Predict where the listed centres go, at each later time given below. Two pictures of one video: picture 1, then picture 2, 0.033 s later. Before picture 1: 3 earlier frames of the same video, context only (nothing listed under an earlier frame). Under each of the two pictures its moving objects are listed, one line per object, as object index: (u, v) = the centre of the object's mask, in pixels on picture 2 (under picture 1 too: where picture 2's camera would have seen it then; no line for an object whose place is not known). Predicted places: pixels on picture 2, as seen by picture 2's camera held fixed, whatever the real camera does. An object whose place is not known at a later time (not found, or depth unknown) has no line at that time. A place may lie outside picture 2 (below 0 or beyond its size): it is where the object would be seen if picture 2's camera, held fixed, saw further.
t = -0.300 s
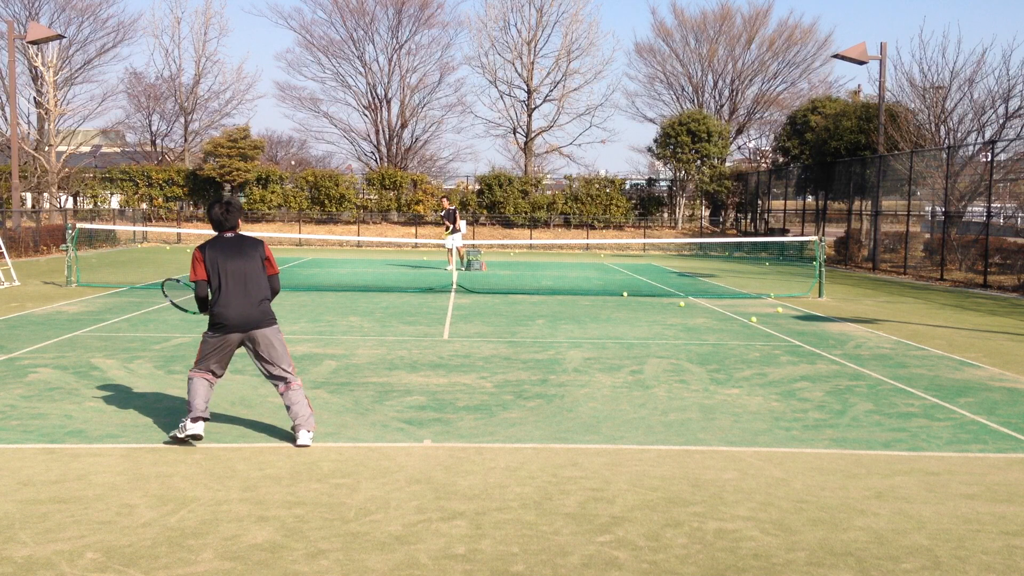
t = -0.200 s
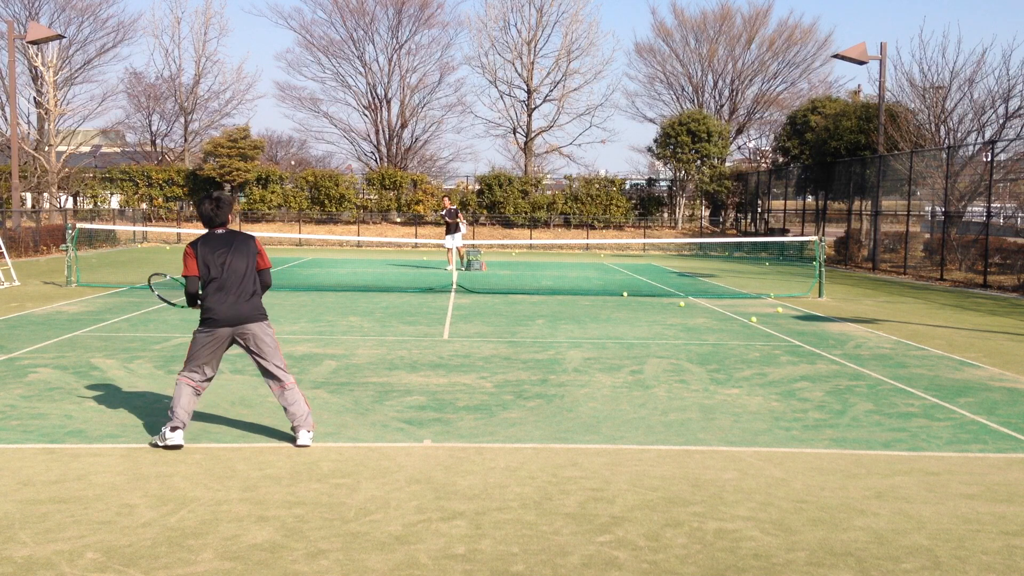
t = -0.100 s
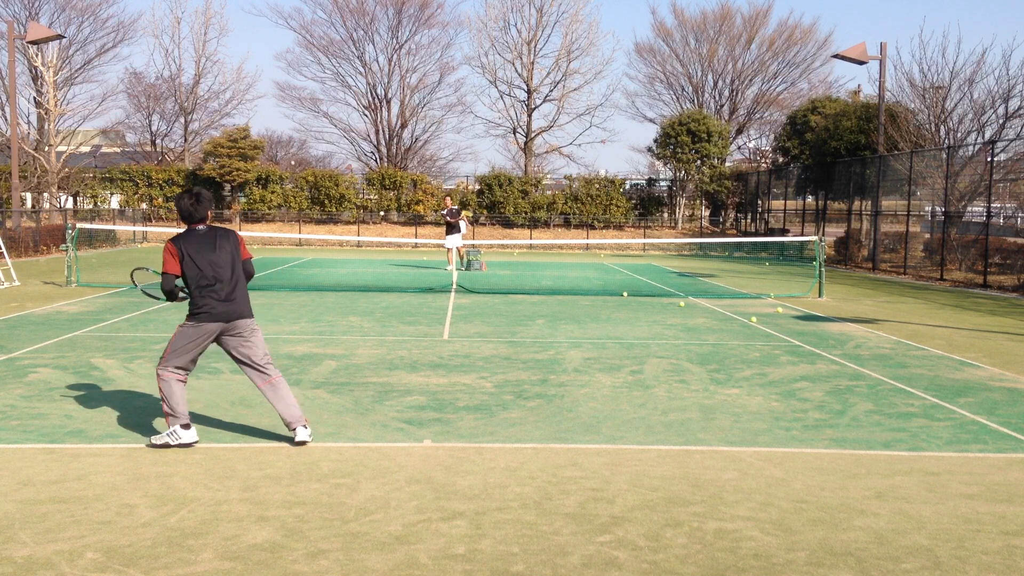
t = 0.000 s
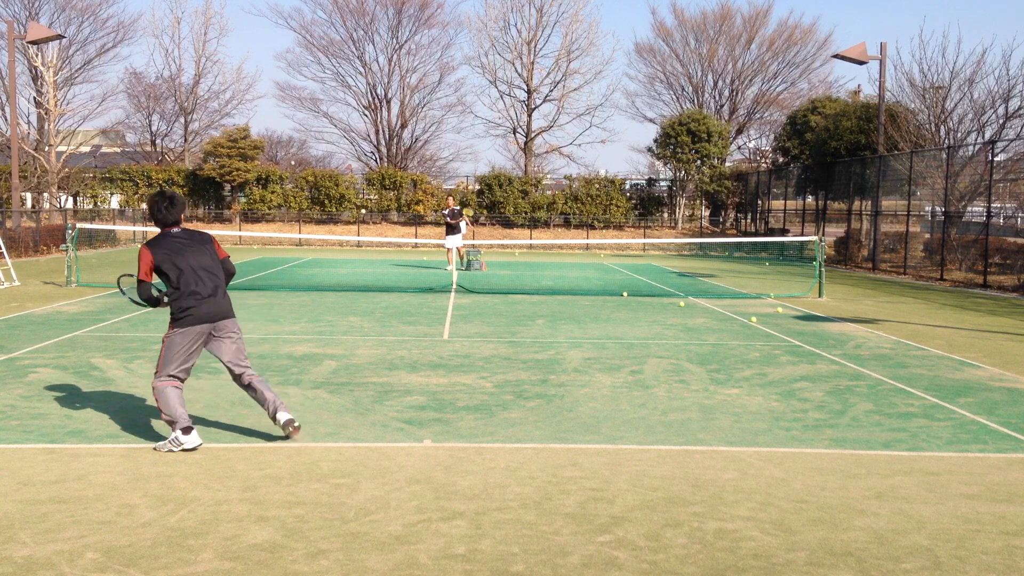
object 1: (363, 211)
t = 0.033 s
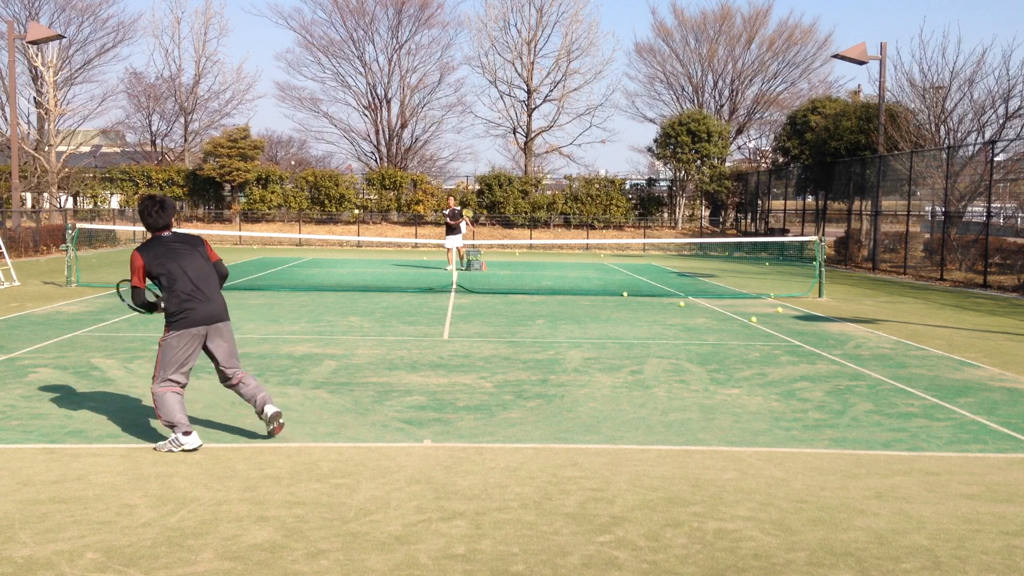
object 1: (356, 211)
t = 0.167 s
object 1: (326, 220)
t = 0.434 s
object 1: (249, 281)
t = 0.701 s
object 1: (167, 284)
